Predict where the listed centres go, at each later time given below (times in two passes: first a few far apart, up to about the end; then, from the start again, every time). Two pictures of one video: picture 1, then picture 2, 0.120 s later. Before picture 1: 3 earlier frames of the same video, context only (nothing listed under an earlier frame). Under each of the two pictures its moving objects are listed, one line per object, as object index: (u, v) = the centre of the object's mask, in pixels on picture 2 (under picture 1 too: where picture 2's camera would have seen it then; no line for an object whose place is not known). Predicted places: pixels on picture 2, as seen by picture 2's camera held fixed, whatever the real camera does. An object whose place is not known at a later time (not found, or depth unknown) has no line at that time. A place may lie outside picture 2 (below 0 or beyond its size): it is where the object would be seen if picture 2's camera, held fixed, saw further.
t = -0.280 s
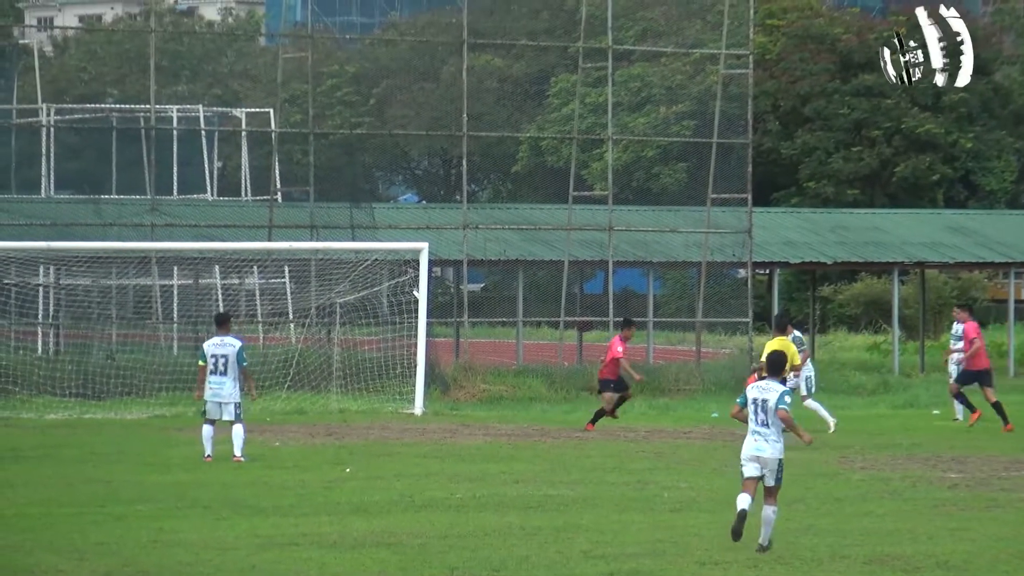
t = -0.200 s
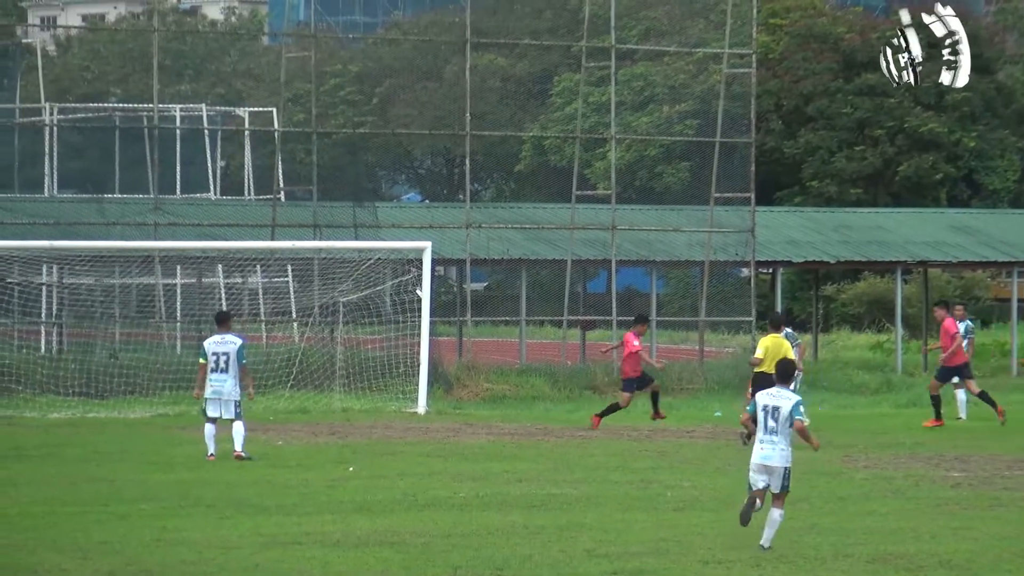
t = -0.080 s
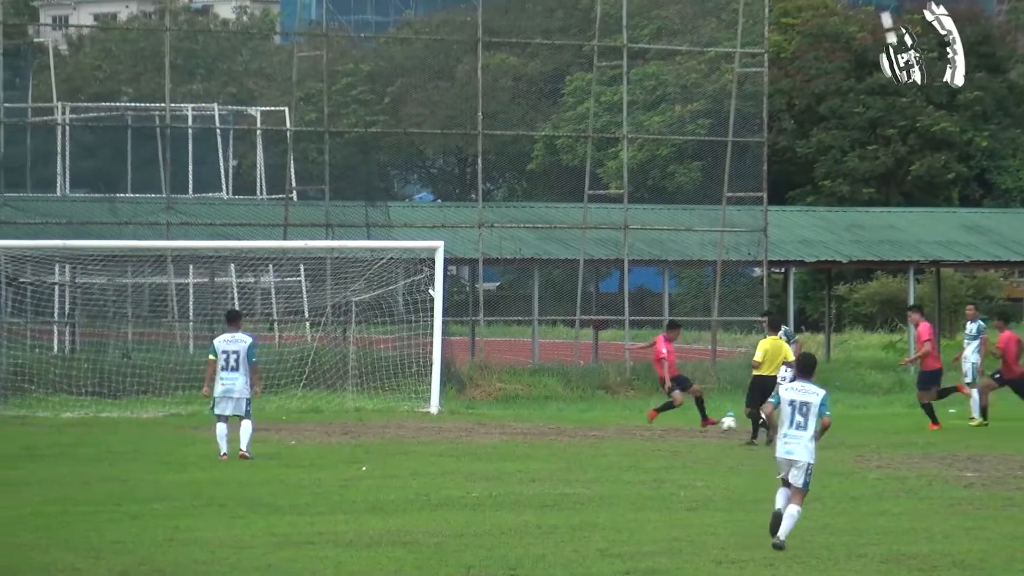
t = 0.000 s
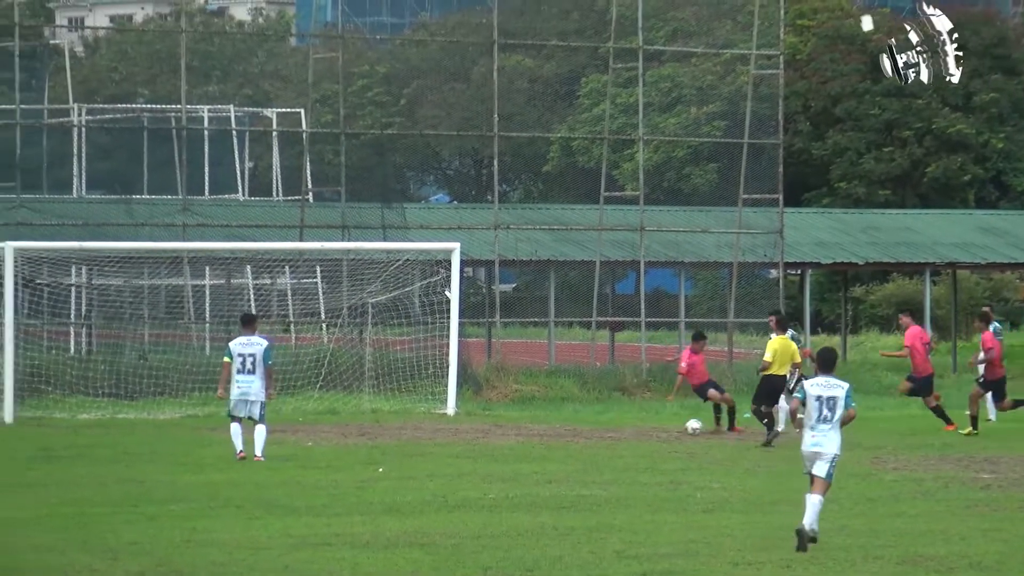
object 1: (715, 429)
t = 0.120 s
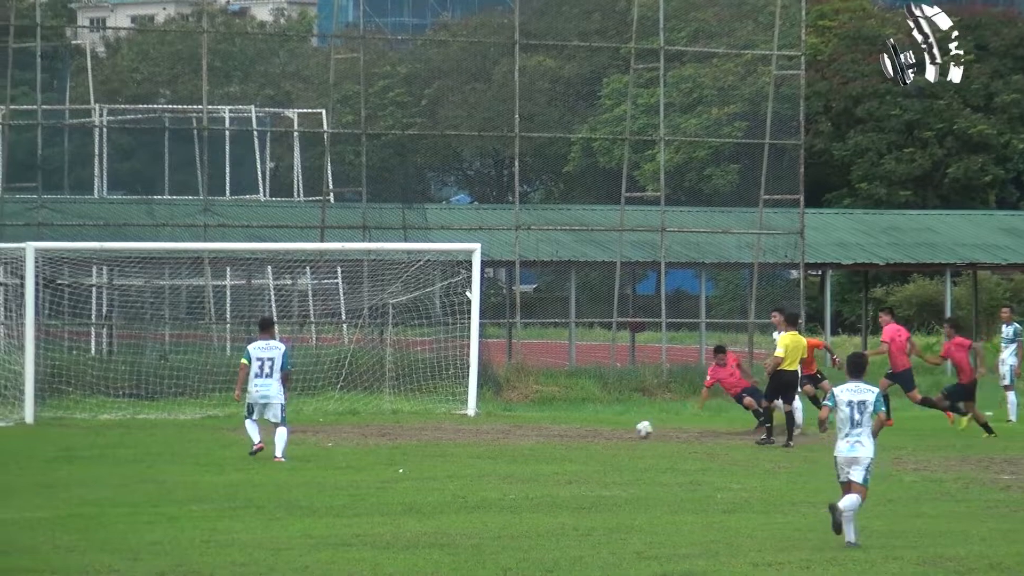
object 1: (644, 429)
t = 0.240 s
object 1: (579, 431)
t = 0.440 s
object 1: (489, 431)
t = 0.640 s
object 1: (412, 425)
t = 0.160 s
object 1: (621, 431)
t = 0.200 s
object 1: (599, 431)
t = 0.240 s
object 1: (579, 431)
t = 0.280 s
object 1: (559, 431)
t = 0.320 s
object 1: (541, 430)
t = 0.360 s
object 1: (523, 431)
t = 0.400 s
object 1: (505, 432)
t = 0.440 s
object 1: (489, 431)
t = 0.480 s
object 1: (473, 430)
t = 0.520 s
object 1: (456, 432)
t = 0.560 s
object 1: (441, 433)
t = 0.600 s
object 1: (425, 429)
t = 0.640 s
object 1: (412, 425)
